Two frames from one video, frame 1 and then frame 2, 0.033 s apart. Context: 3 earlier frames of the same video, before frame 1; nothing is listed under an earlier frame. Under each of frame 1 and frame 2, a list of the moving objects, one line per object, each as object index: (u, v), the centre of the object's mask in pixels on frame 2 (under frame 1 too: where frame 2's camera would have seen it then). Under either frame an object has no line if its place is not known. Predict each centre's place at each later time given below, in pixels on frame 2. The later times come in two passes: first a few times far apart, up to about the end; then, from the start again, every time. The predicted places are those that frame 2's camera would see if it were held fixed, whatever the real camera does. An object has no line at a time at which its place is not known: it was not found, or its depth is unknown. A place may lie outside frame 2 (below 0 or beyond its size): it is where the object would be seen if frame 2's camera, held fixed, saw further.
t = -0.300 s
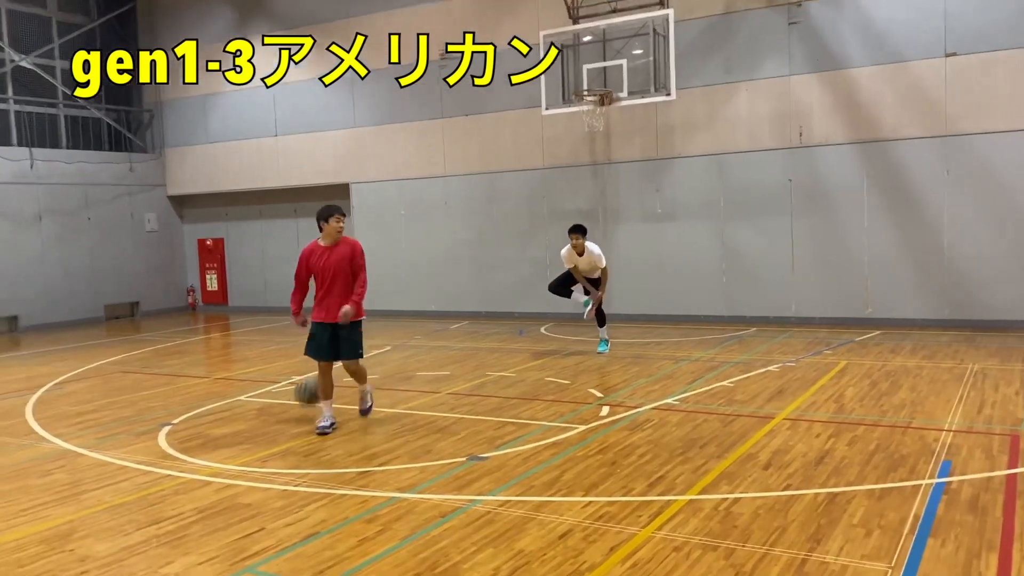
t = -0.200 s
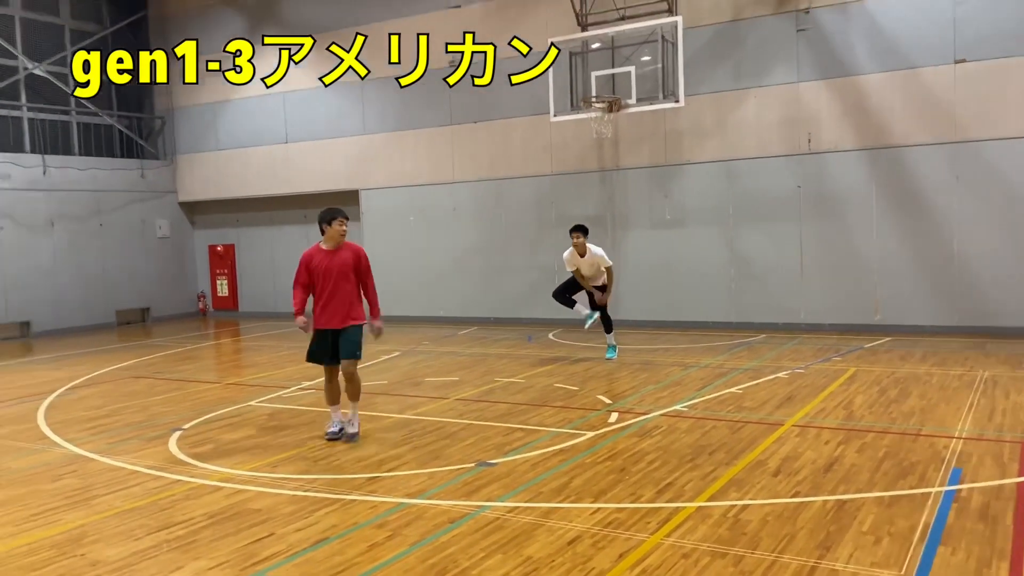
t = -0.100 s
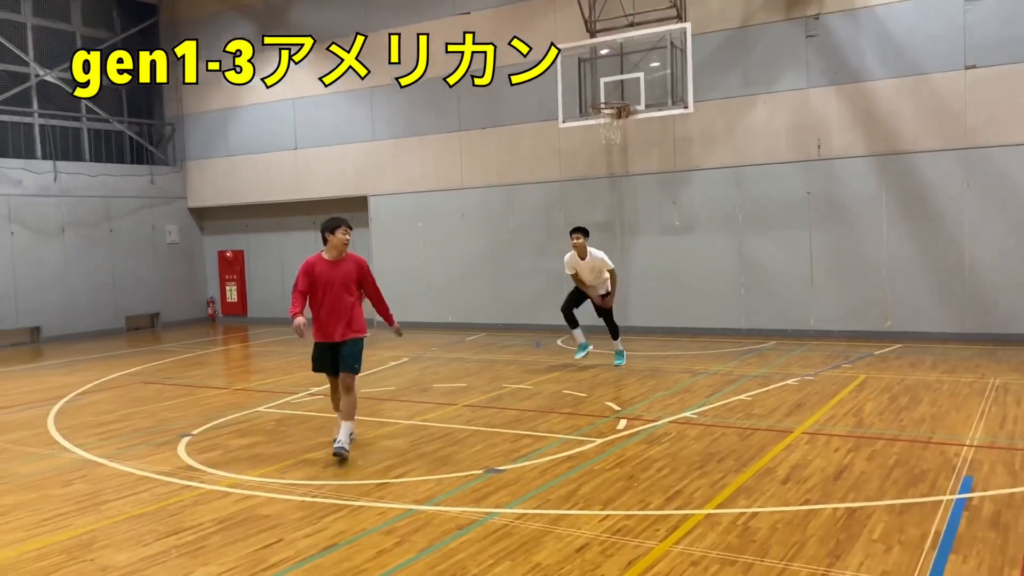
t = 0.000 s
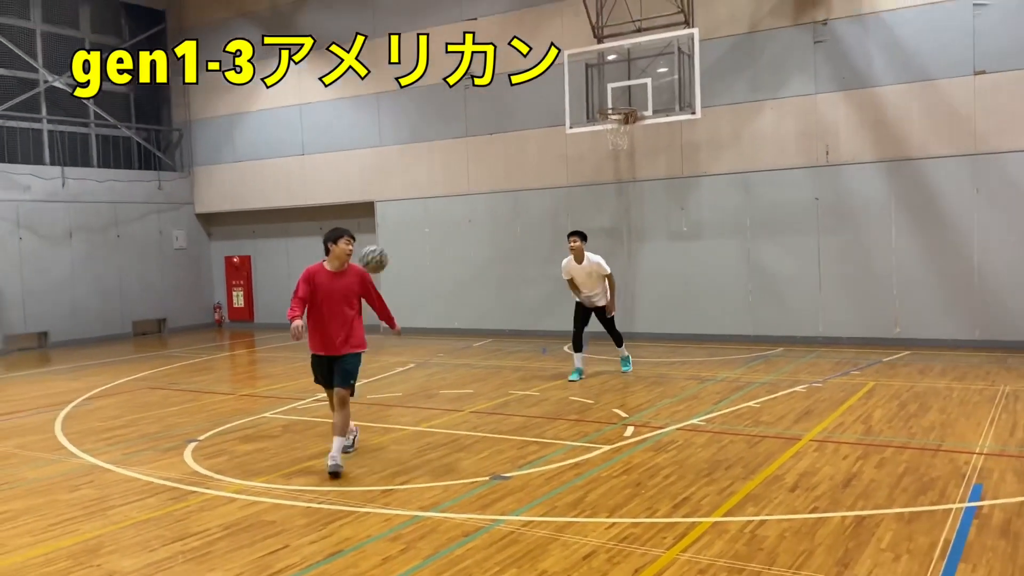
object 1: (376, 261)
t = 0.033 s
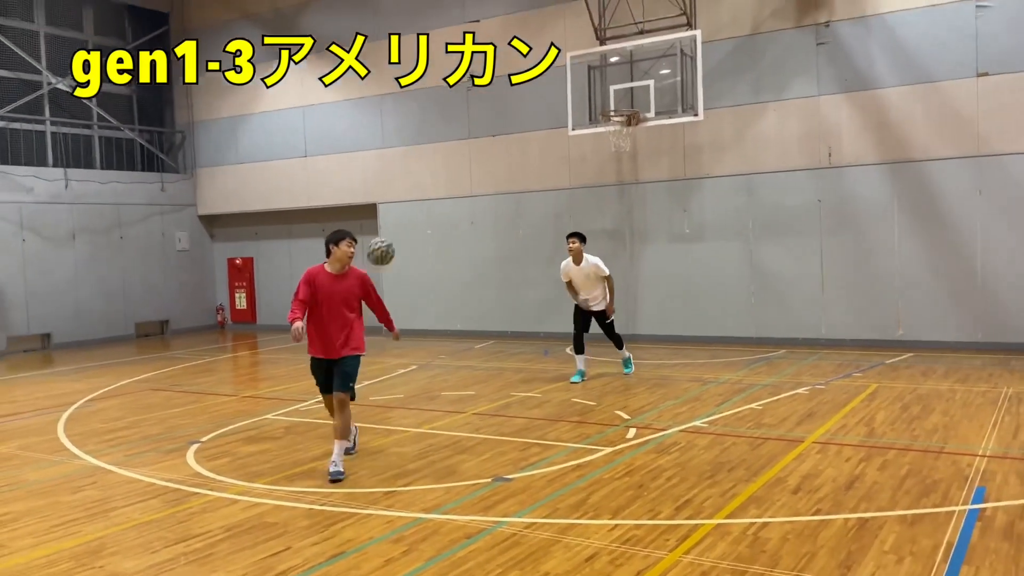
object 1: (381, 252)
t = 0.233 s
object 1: (409, 223)
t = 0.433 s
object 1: (439, 239)
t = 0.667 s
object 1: (472, 309)
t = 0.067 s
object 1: (385, 244)
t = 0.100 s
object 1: (390, 237)
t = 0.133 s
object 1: (395, 231)
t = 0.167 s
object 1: (399, 227)
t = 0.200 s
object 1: (404, 224)
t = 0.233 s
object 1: (409, 223)
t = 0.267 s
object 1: (414, 222)
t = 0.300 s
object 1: (419, 223)
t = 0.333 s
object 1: (424, 225)
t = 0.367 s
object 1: (429, 229)
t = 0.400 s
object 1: (434, 234)
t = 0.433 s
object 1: (439, 239)
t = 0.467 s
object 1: (443, 246)
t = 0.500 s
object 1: (448, 253)
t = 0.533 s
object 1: (454, 263)
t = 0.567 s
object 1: (458, 273)
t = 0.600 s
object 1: (463, 284)
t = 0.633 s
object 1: (468, 297)
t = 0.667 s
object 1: (472, 309)
